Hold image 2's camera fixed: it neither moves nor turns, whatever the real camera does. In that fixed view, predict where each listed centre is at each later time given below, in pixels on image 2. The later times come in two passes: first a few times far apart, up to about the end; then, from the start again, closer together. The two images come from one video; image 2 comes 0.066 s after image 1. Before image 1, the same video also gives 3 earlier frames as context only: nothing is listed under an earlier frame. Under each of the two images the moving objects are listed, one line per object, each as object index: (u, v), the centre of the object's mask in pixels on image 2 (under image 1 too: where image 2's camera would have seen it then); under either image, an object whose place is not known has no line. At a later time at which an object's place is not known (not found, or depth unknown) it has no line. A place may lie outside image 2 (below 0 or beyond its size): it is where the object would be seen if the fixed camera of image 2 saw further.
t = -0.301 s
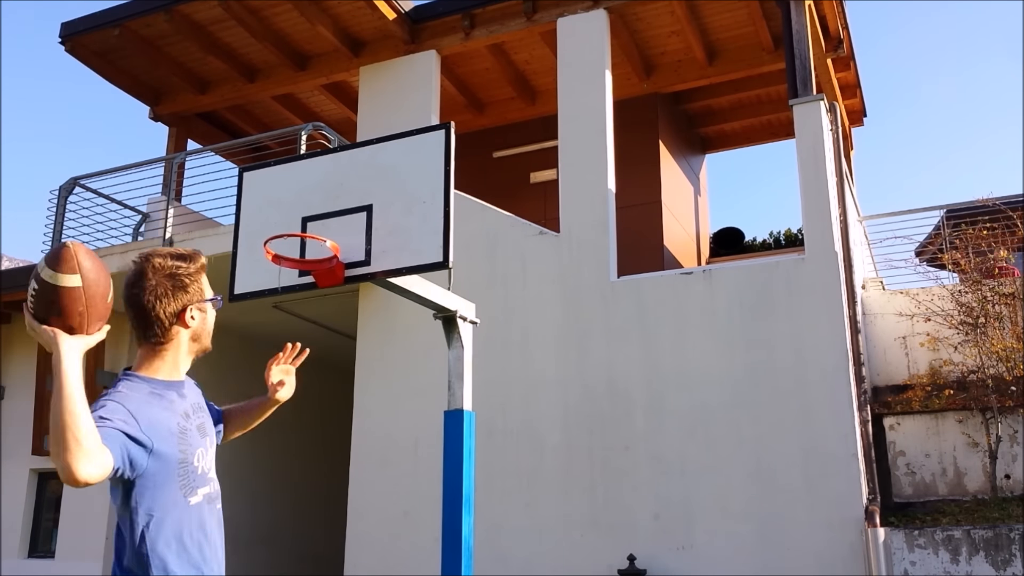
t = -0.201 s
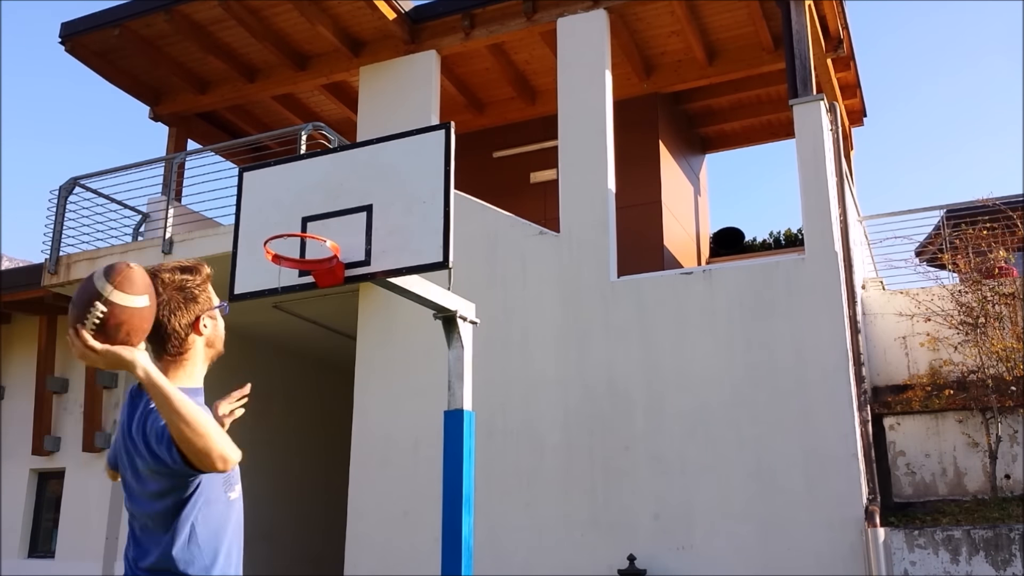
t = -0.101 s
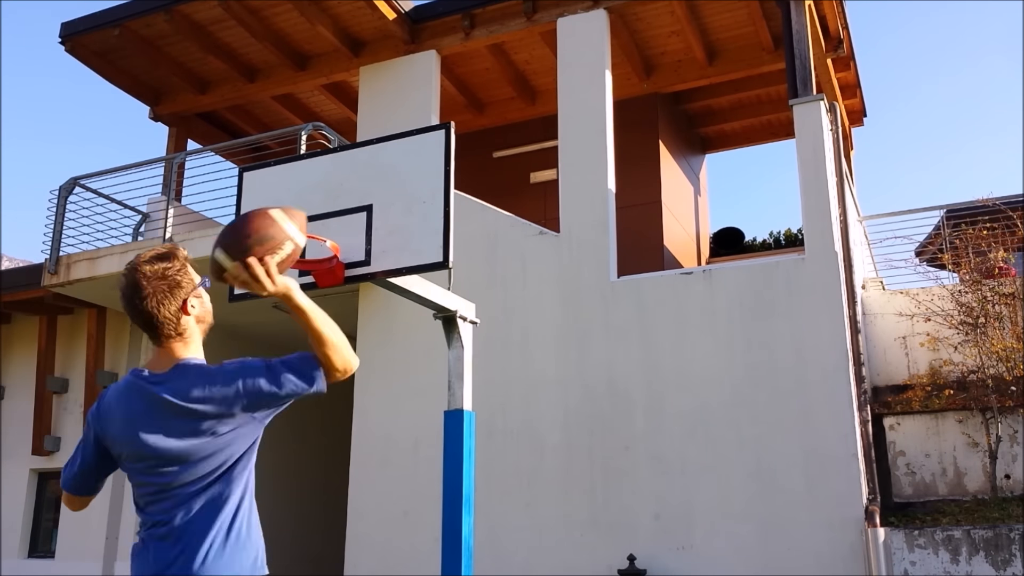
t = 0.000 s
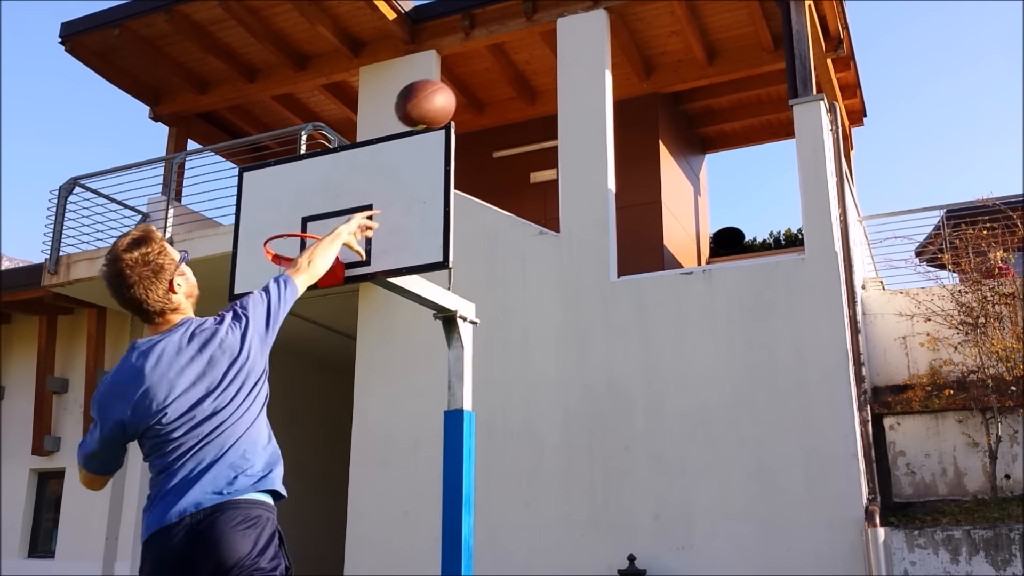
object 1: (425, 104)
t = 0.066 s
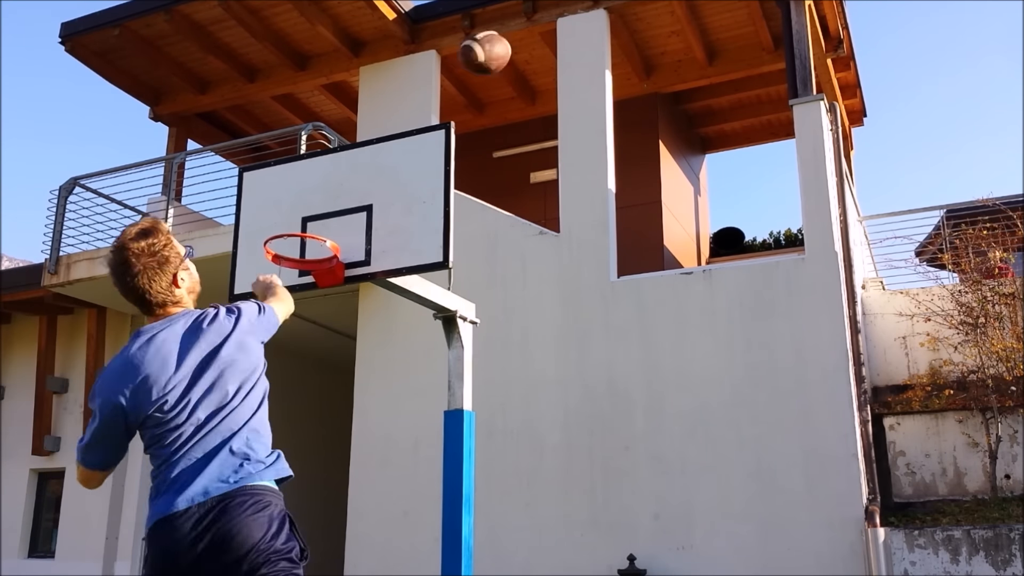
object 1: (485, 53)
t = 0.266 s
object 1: (585, 6)
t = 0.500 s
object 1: (642, 21)
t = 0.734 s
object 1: (677, 74)
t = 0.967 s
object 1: (701, 144)
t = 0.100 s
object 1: (507, 35)
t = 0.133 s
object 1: (527, 21)
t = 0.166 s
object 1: (545, 13)
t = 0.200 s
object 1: (560, 10)
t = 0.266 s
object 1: (585, 6)
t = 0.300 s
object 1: (595, 6)
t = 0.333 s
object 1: (605, 6)
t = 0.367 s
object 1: (613, 7)
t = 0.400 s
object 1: (619, 8)
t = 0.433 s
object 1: (629, 10)
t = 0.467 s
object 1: (636, 15)
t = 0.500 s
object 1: (642, 21)
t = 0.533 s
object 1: (648, 28)
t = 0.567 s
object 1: (654, 34)
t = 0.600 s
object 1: (658, 41)
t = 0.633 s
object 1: (663, 48)
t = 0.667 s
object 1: (667, 57)
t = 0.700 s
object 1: (672, 65)
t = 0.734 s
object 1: (677, 74)
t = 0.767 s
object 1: (680, 83)
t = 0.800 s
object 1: (684, 93)
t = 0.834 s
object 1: (687, 103)
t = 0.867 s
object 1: (691, 113)
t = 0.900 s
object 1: (695, 123)
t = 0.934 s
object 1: (698, 133)
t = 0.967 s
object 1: (701, 144)
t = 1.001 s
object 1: (703, 155)
